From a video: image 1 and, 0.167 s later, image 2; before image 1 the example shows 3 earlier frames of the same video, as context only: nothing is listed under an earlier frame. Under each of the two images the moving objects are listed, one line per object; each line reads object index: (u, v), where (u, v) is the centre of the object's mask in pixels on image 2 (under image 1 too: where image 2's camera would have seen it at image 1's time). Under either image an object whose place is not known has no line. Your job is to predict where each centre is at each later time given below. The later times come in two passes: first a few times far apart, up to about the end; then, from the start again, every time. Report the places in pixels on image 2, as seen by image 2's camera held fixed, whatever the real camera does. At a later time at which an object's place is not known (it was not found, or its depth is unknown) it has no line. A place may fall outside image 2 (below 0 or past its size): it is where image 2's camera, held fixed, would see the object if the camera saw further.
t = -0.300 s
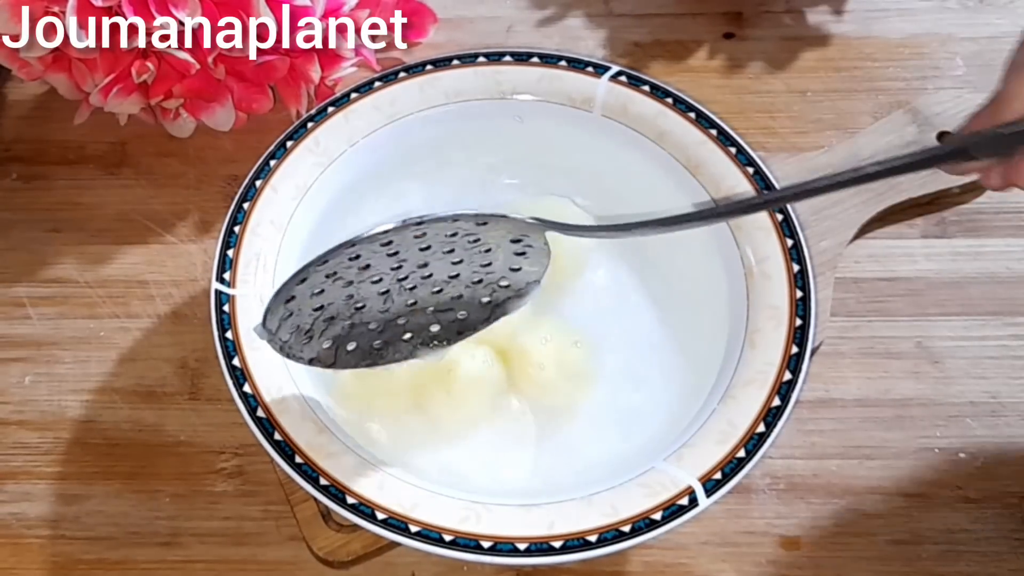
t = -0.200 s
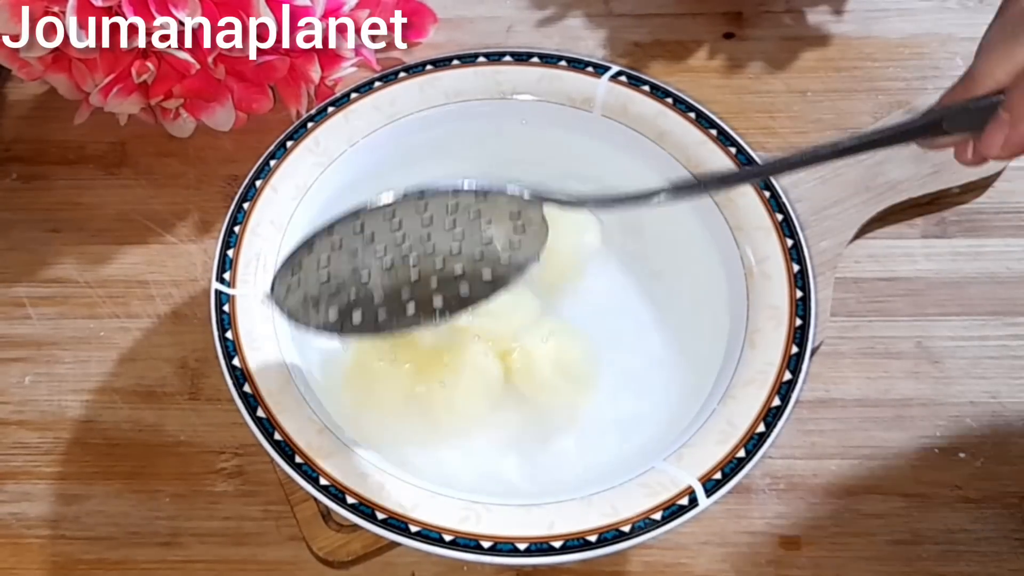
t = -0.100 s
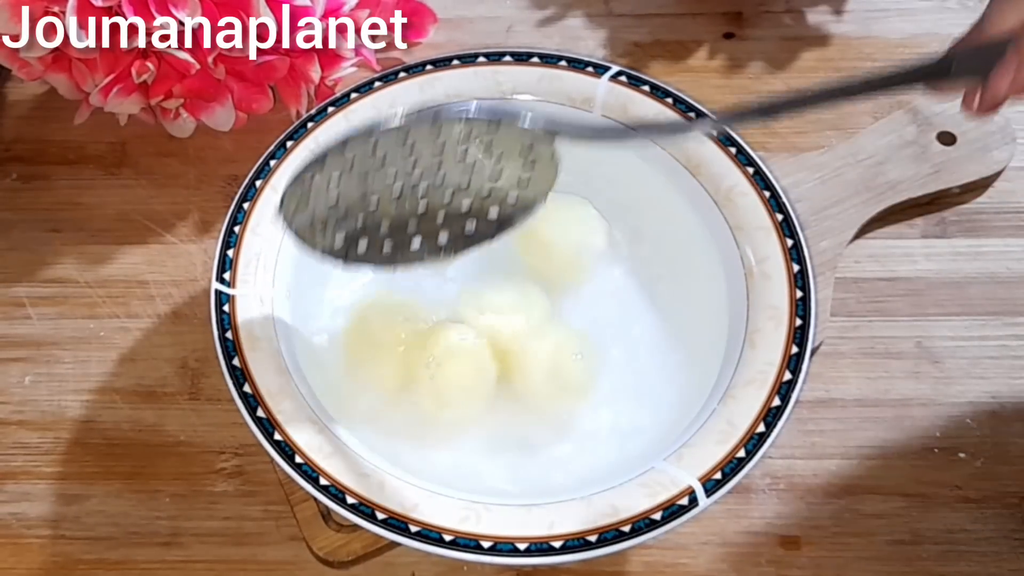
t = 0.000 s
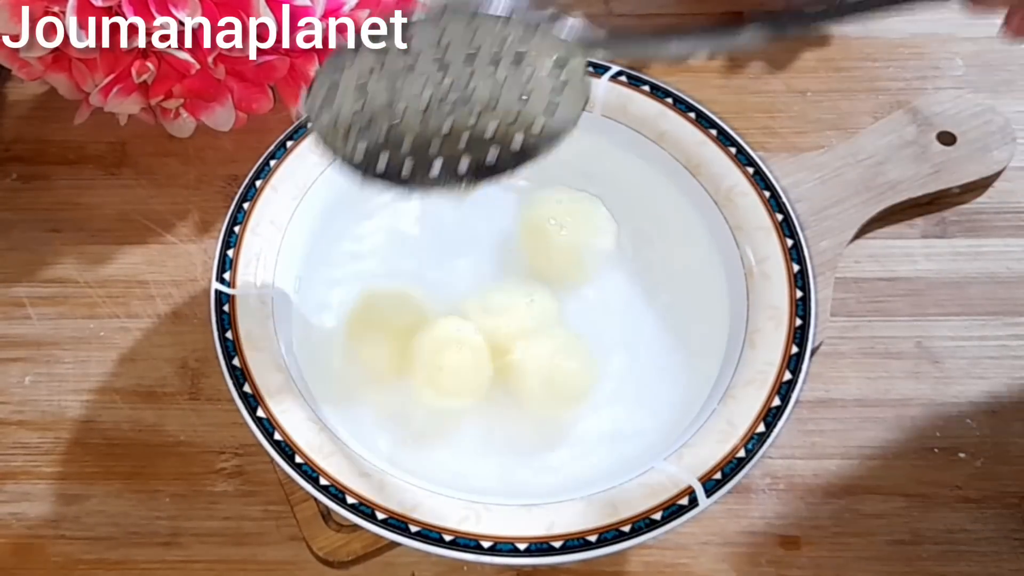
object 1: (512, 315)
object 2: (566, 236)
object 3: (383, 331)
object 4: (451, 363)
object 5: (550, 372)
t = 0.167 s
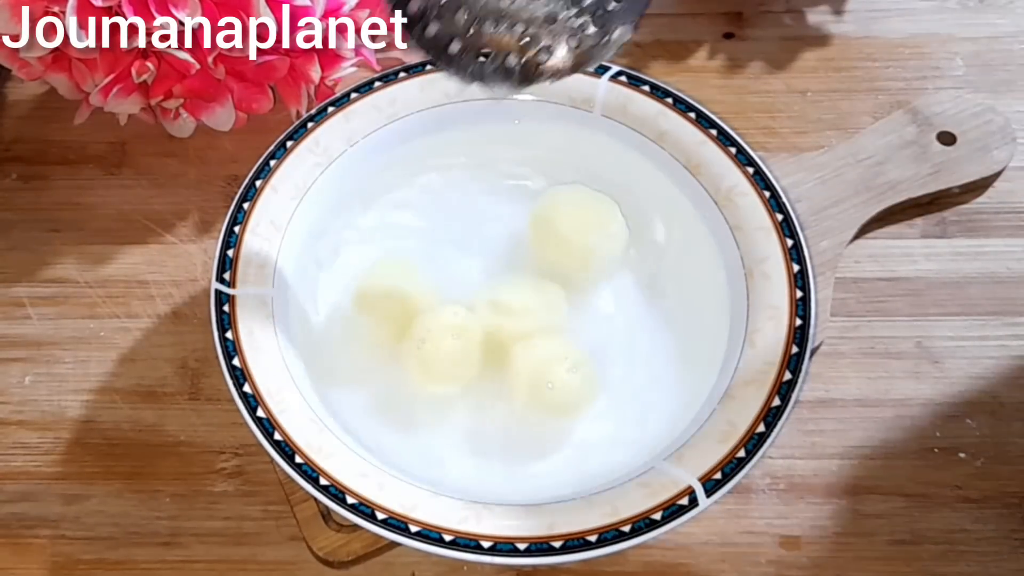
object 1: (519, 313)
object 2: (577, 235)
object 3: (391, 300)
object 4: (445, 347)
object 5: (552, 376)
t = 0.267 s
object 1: (522, 313)
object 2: (581, 233)
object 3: (398, 294)
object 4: (446, 349)
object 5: (547, 382)
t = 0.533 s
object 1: (537, 314)
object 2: (596, 233)
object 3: (412, 265)
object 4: (434, 334)
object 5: (526, 392)
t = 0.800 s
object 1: (542, 323)
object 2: (603, 238)
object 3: (434, 251)
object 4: (432, 323)
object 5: (509, 401)
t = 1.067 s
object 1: (544, 337)
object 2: (604, 243)
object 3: (448, 239)
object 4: (426, 305)
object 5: (496, 404)
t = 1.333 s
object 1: (550, 350)
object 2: (610, 250)
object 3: (473, 230)
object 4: (434, 291)
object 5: (480, 400)
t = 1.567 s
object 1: (545, 358)
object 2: (610, 254)
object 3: (487, 227)
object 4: (437, 281)
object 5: (468, 395)
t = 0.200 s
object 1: (519, 314)
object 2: (578, 235)
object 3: (392, 297)
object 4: (443, 346)
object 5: (550, 378)
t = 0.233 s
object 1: (521, 313)
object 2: (580, 234)
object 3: (394, 293)
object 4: (443, 346)
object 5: (548, 380)
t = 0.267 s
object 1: (522, 313)
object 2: (581, 233)
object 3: (398, 294)
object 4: (446, 349)
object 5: (547, 382)
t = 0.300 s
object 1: (522, 312)
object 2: (583, 231)
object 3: (401, 285)
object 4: (443, 352)
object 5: (544, 382)
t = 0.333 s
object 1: (526, 310)
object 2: (584, 232)
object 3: (403, 282)
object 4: (446, 349)
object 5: (539, 384)
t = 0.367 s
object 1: (528, 310)
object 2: (585, 232)
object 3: (405, 279)
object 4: (437, 348)
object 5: (535, 386)
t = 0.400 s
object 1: (528, 311)
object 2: (586, 231)
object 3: (406, 275)
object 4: (437, 347)
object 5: (533, 388)
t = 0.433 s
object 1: (527, 313)
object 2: (589, 230)
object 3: (405, 276)
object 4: (437, 343)
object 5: (531, 391)
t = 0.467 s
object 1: (528, 314)
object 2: (591, 231)
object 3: (406, 276)
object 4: (435, 342)
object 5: (527, 394)
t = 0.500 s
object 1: (534, 313)
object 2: (594, 232)
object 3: (411, 270)
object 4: (436, 339)
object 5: (527, 394)
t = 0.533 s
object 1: (537, 314)
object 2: (596, 233)
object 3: (412, 265)
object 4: (434, 334)
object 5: (526, 392)
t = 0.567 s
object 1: (539, 315)
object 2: (598, 235)
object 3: (416, 262)
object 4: (432, 331)
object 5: (523, 395)
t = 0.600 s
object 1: (539, 316)
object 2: (599, 236)
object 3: (417, 261)
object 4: (432, 330)
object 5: (521, 396)
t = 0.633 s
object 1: (541, 317)
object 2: (600, 236)
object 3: (420, 259)
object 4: (433, 330)
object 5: (519, 398)
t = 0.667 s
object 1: (542, 318)
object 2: (600, 236)
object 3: (422, 257)
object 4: (433, 329)
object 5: (518, 400)
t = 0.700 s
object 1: (542, 320)
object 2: (600, 236)
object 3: (426, 255)
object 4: (433, 328)
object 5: (516, 401)
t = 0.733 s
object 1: (542, 321)
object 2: (601, 236)
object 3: (428, 253)
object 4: (433, 327)
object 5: (514, 401)
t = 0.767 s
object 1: (541, 323)
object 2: (602, 237)
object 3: (431, 252)
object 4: (432, 325)
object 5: (512, 401)
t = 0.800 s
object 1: (542, 323)
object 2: (603, 238)
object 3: (434, 251)
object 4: (432, 323)
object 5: (509, 401)
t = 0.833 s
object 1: (542, 325)
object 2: (604, 238)
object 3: (435, 250)
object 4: (431, 323)
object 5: (508, 401)
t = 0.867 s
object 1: (541, 327)
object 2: (605, 237)
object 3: (437, 248)
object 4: (431, 321)
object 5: (505, 403)
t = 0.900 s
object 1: (543, 329)
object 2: (606, 239)
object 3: (440, 244)
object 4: (429, 318)
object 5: (501, 403)
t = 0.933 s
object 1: (543, 330)
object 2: (605, 240)
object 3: (440, 244)
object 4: (427, 313)
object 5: (501, 401)
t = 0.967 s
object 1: (542, 331)
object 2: (604, 240)
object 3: (443, 243)
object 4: (426, 312)
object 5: (499, 403)
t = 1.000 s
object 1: (542, 333)
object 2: (603, 242)
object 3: (444, 241)
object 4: (426, 308)
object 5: (498, 400)
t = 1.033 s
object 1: (544, 336)
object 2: (603, 242)
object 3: (445, 240)
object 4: (425, 307)
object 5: (497, 401)
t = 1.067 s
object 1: (544, 337)
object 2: (604, 243)
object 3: (448, 239)
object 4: (426, 305)
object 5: (496, 404)
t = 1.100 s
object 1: (546, 337)
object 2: (604, 244)
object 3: (450, 238)
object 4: (427, 304)
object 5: (494, 404)
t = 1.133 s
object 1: (548, 341)
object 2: (607, 247)
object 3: (457, 235)
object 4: (428, 299)
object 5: (489, 404)
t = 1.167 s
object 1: (548, 340)
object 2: (608, 247)
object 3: (458, 235)
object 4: (428, 298)
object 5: (489, 404)
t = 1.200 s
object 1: (548, 341)
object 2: (609, 248)
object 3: (462, 234)
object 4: (429, 297)
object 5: (488, 403)
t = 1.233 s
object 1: (549, 344)
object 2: (609, 248)
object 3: (465, 234)
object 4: (431, 296)
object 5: (486, 403)
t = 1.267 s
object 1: (550, 346)
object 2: (610, 249)
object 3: (468, 233)
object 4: (431, 294)
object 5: (486, 402)
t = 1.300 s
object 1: (550, 348)
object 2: (611, 250)
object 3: (470, 232)
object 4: (434, 292)
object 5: (482, 400)
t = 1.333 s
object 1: (550, 350)
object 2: (610, 250)
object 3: (473, 230)
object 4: (434, 291)
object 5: (480, 400)
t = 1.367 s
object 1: (550, 351)
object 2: (611, 252)
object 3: (476, 229)
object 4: (434, 290)
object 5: (480, 399)
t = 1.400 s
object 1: (550, 352)
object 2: (611, 252)
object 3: (477, 230)
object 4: (434, 288)
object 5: (478, 398)
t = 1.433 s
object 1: (549, 353)
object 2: (610, 252)
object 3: (479, 229)
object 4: (435, 287)
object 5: (476, 397)
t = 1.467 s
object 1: (548, 355)
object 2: (611, 253)
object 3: (482, 228)
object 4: (436, 285)
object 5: (473, 397)
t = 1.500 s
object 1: (547, 356)
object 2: (611, 254)
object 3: (482, 228)
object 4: (435, 285)
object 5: (471, 396)
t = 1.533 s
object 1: (546, 358)
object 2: (610, 254)
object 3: (485, 228)
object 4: (436, 283)
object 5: (469, 394)
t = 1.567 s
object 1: (545, 358)
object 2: (610, 254)
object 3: (487, 227)
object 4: (437, 281)
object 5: (468, 395)
